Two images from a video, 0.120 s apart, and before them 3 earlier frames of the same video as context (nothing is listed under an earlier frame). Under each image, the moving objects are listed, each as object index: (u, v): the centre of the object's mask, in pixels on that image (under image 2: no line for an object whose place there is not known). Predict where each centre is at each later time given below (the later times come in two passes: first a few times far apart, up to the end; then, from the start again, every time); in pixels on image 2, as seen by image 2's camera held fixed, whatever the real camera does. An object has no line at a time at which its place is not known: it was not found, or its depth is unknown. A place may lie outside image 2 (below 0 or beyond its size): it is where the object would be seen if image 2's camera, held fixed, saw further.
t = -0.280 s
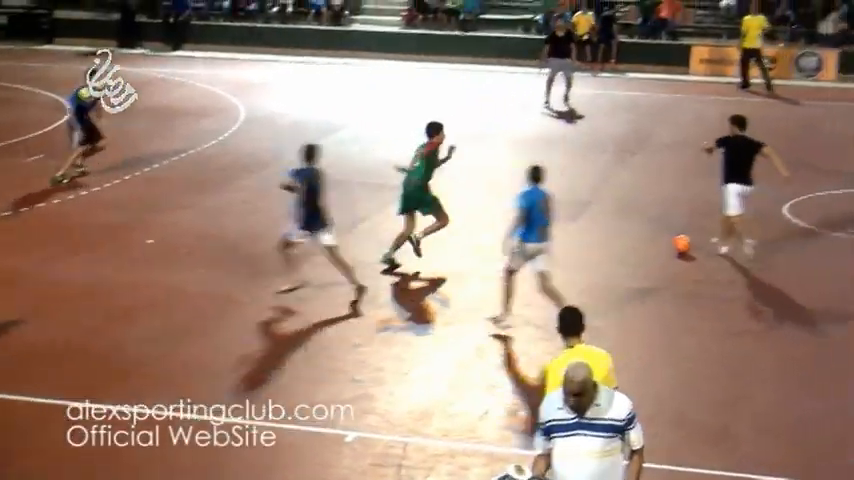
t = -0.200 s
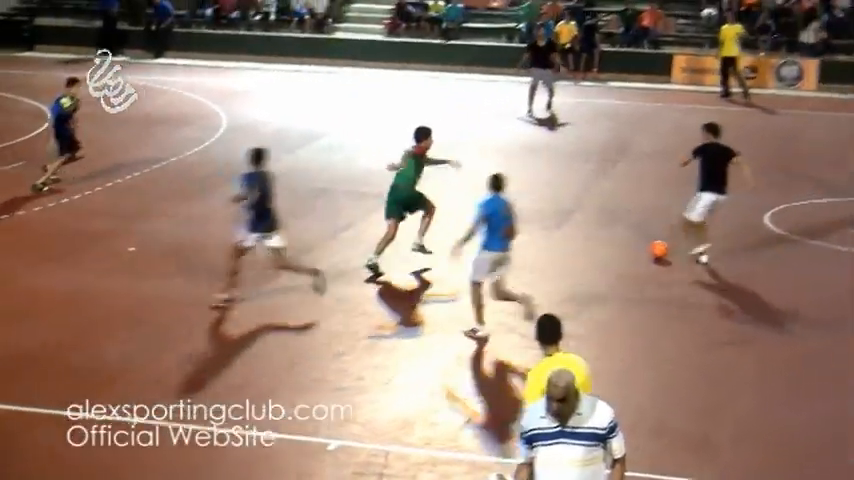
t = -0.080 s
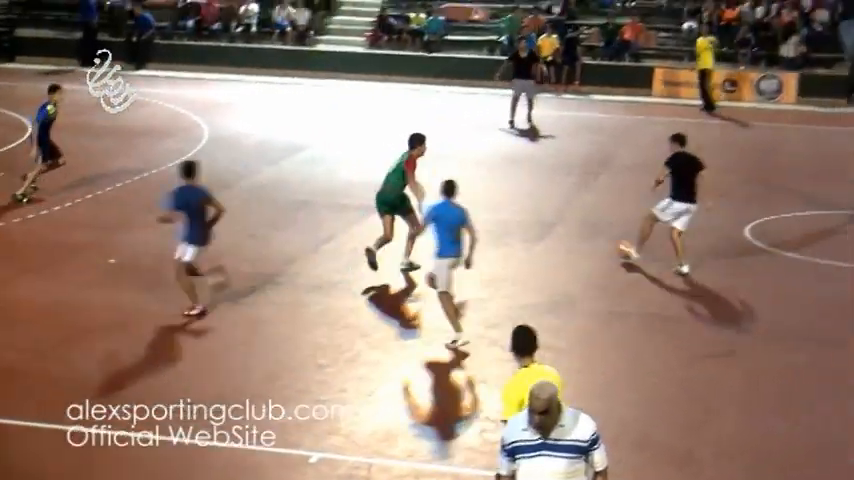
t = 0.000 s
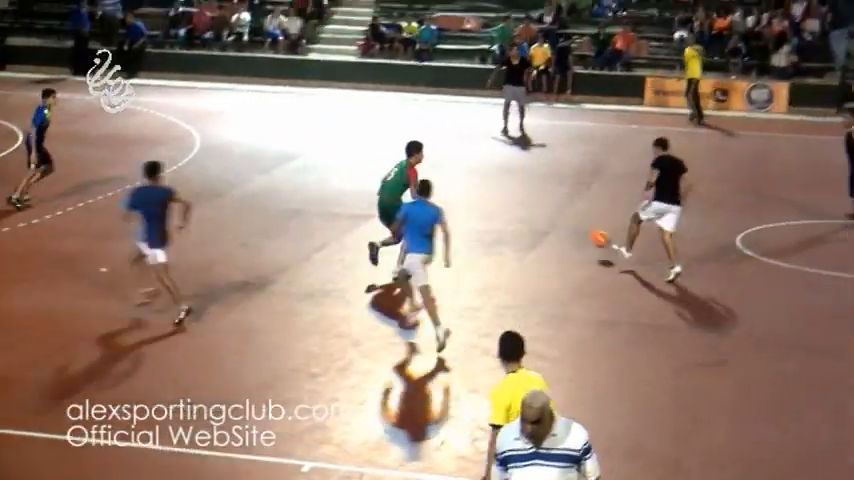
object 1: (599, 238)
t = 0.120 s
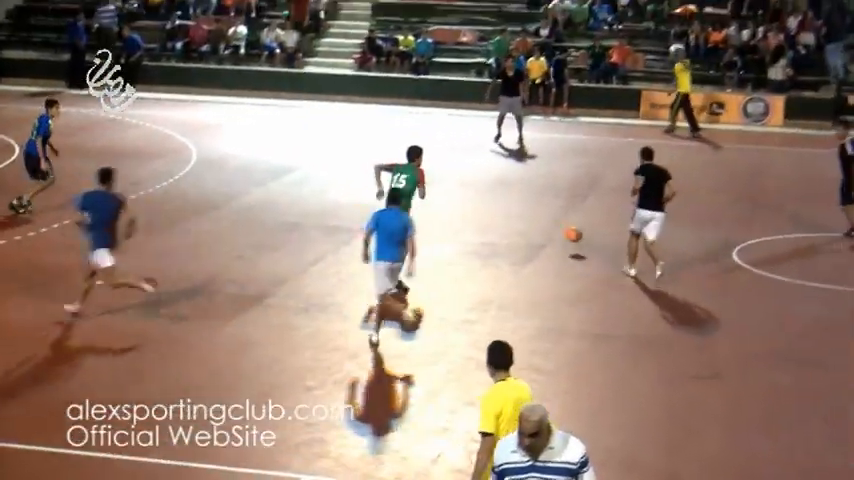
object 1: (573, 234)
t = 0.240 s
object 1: (552, 226)
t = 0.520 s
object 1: (516, 197)
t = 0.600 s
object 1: (507, 192)
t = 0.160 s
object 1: (565, 232)
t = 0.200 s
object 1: (559, 230)
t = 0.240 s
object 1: (552, 226)
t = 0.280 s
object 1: (546, 219)
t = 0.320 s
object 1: (541, 215)
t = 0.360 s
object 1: (536, 211)
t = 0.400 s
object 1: (531, 209)
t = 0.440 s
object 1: (526, 207)
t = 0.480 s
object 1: (521, 201)
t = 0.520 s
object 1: (516, 197)
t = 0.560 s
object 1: (512, 193)
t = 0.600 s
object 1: (507, 192)
